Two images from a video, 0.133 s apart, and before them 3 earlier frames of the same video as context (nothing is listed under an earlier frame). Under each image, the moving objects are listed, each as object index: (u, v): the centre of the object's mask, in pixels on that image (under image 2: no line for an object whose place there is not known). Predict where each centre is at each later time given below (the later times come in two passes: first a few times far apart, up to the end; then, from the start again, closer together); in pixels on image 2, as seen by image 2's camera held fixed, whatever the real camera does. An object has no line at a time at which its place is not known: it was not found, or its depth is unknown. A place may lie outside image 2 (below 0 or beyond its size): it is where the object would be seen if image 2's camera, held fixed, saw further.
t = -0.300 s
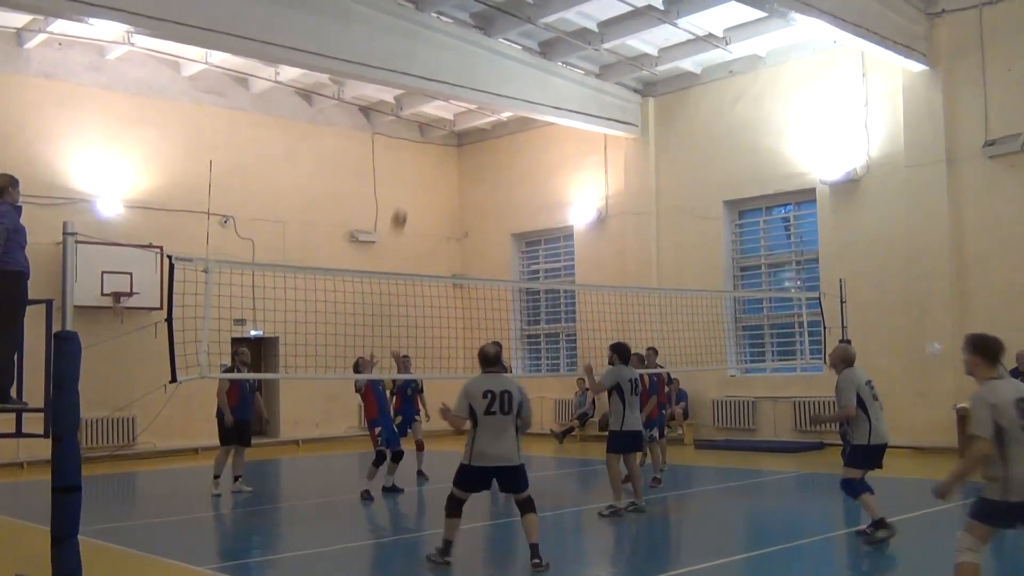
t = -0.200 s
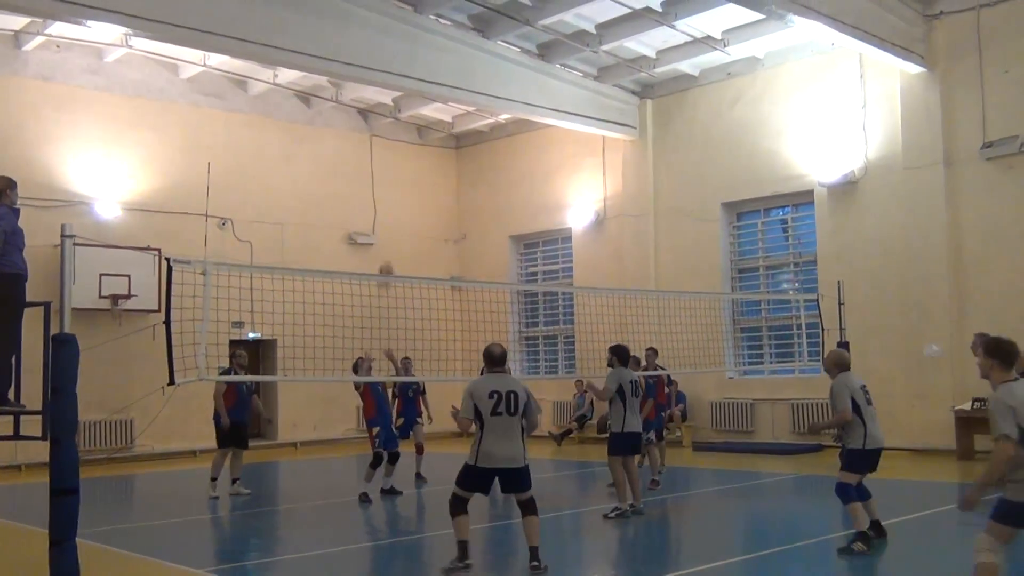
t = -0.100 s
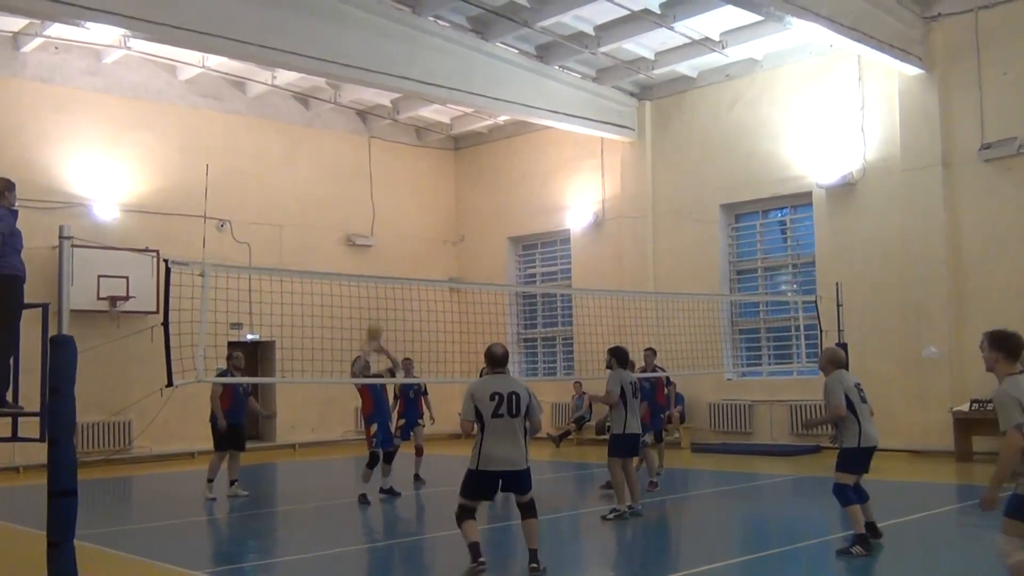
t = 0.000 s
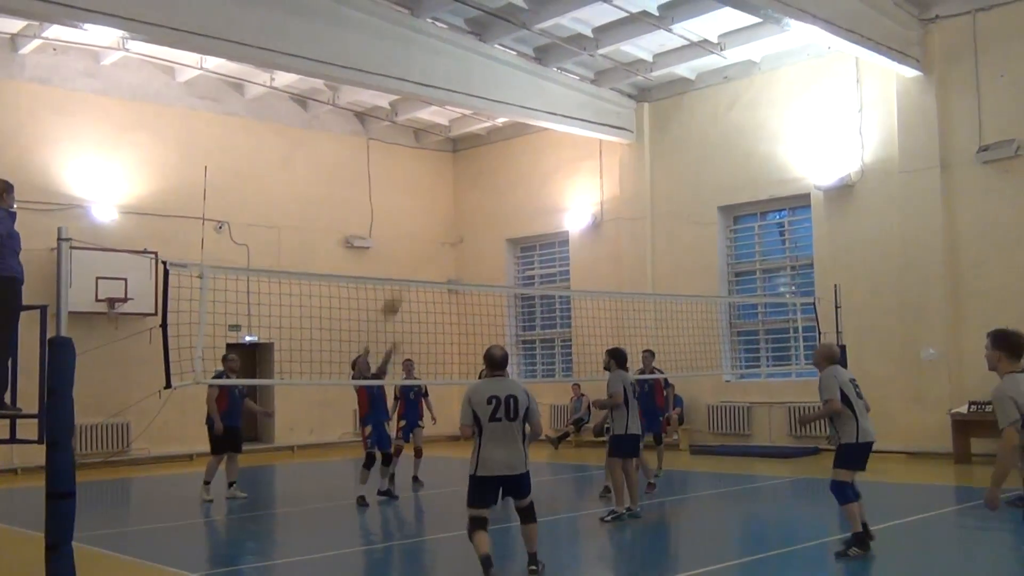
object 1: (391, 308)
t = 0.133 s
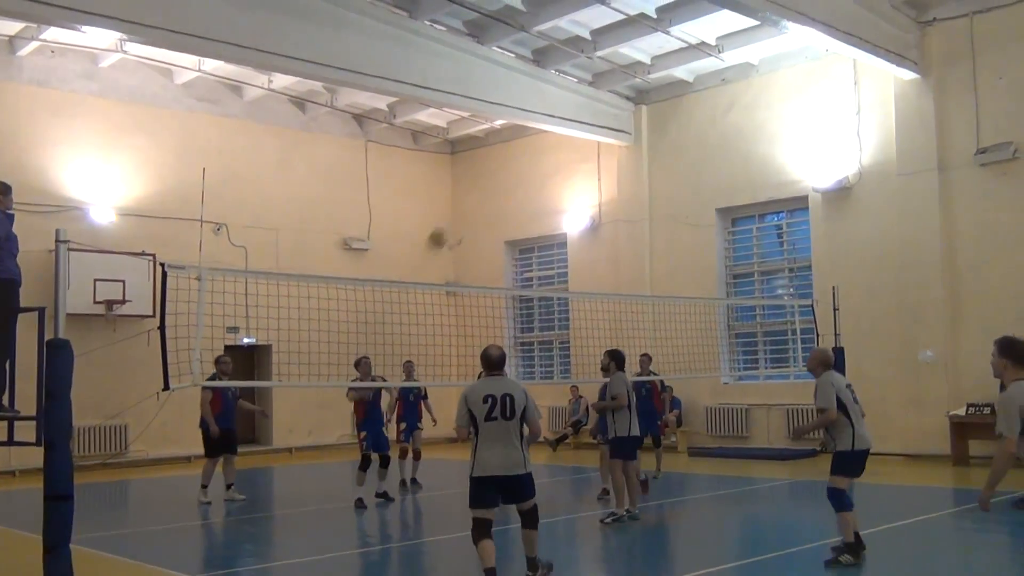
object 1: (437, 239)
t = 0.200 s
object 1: (463, 210)
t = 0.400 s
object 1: (551, 127)
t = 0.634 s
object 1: (695, 64)
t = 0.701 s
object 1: (744, 57)
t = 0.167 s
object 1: (450, 224)
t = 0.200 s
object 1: (463, 210)
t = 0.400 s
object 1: (551, 127)
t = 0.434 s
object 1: (572, 114)
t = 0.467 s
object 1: (591, 103)
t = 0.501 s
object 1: (607, 94)
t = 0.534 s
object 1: (630, 85)
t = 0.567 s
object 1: (649, 78)
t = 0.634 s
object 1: (695, 64)
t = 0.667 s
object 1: (722, 59)
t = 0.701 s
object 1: (744, 57)
